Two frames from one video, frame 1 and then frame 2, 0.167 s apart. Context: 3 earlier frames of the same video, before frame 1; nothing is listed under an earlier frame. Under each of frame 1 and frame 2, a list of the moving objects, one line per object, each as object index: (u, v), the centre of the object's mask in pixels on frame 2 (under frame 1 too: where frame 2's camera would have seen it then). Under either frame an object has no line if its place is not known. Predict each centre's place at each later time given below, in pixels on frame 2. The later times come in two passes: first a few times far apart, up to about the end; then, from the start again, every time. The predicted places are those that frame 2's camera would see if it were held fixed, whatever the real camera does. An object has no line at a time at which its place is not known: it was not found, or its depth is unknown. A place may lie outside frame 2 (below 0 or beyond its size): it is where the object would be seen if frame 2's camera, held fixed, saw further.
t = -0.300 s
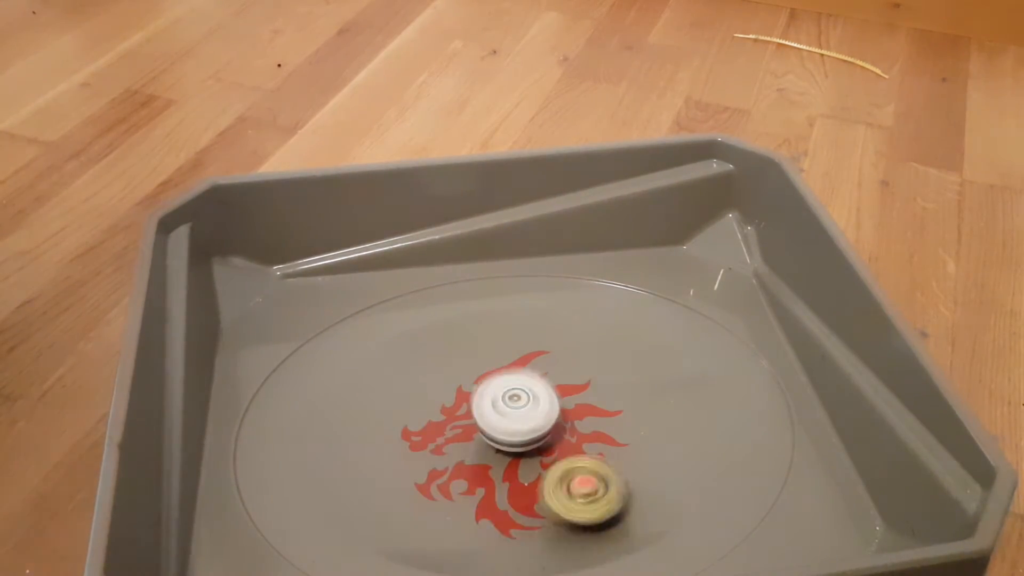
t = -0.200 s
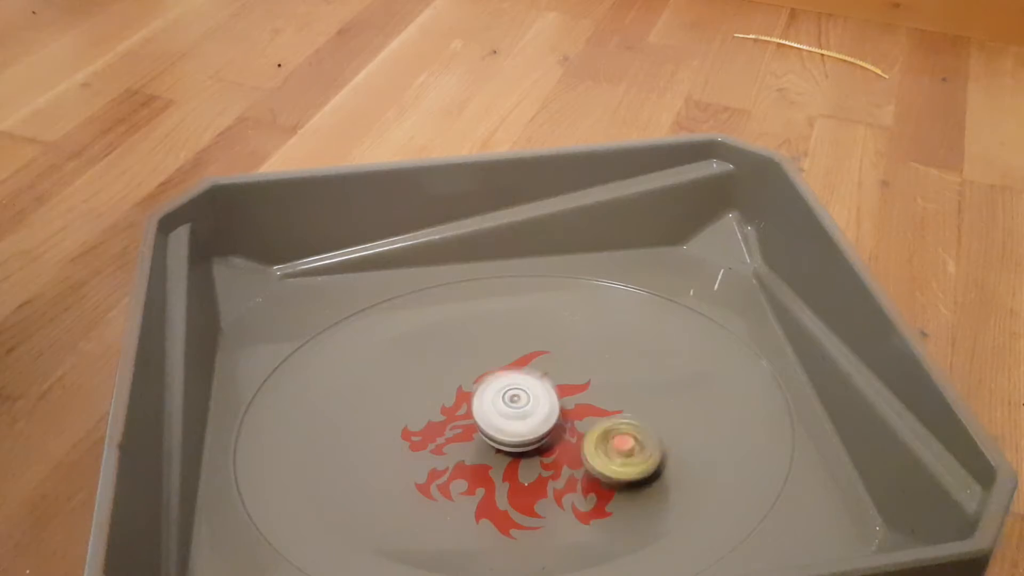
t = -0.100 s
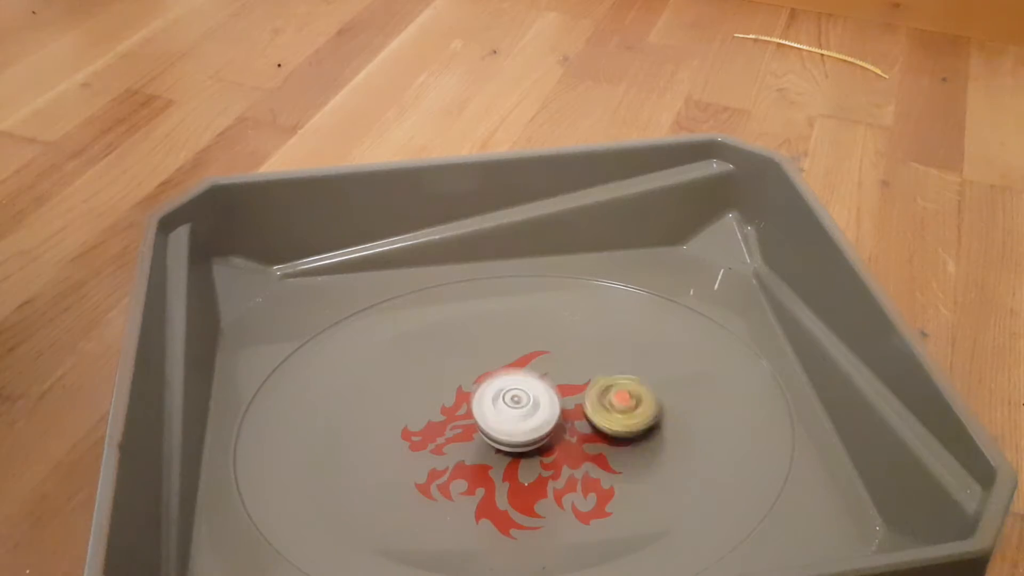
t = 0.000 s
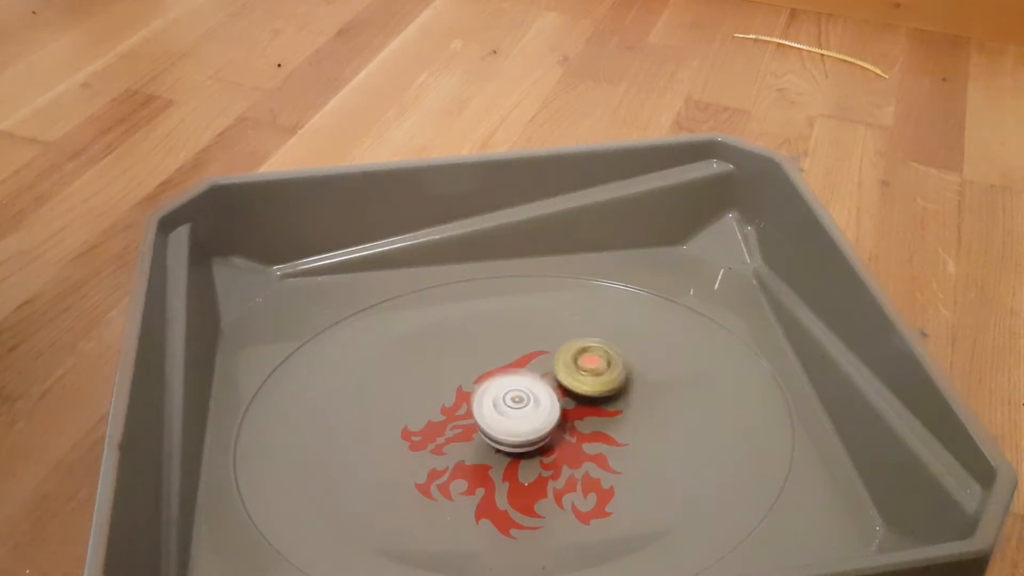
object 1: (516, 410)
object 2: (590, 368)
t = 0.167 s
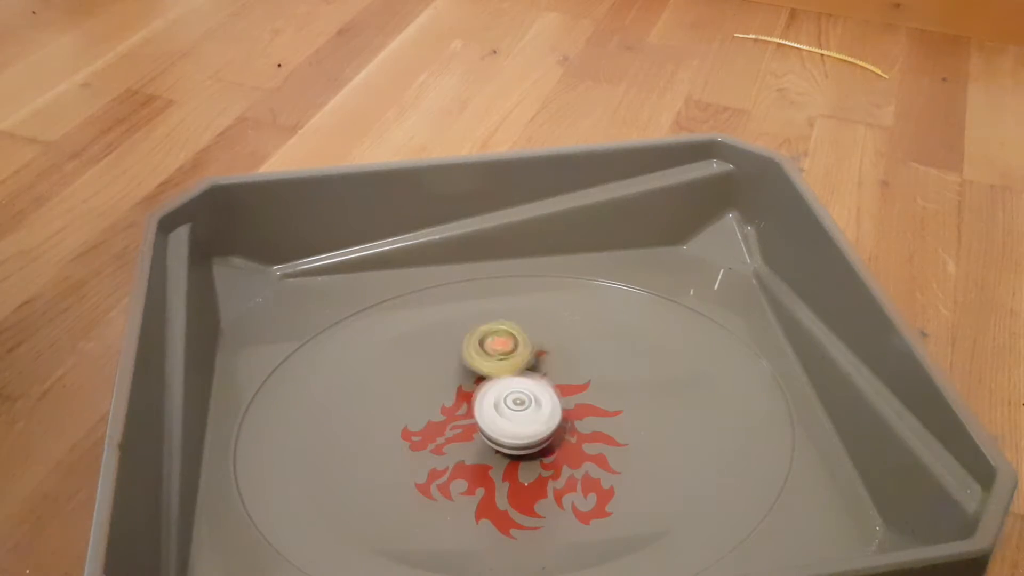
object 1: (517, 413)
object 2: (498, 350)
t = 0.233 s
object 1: (518, 413)
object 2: (461, 362)
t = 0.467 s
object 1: (521, 415)
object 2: (417, 455)
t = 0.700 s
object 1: (523, 416)
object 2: (539, 498)
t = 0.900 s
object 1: (522, 416)
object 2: (616, 432)
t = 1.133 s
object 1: (520, 417)
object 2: (554, 355)
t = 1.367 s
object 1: (517, 417)
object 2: (437, 387)
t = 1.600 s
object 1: (515, 418)
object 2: (454, 481)
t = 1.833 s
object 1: (512, 418)
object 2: (583, 480)
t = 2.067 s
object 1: (514, 418)
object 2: (597, 391)
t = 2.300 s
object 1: (517, 417)
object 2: (493, 357)
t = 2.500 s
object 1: (518, 414)
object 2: (424, 415)
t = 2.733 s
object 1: (518, 411)
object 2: (478, 493)
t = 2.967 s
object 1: (517, 411)
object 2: (596, 461)
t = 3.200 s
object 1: (518, 413)
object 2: (585, 377)
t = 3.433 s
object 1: (518, 415)
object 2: (477, 362)
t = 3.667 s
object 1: (520, 416)
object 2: (432, 440)
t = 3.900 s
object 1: (519, 416)
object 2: (517, 495)
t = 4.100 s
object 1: (519, 416)
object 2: (599, 452)
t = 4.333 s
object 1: (518, 417)
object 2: (577, 375)
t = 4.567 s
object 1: (520, 426)
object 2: (472, 363)
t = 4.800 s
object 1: (545, 472)
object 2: (427, 421)
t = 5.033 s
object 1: (575, 468)
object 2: (450, 474)
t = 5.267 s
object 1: (627, 453)
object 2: (437, 465)
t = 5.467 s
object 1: (601, 442)
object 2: (468, 436)
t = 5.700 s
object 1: (572, 426)
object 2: (489, 381)
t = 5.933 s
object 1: (549, 399)
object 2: (475, 372)
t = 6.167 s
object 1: (589, 419)
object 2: (456, 390)
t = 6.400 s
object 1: (691, 427)
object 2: (451, 418)
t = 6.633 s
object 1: (646, 415)
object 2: (504, 431)
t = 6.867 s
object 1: (609, 415)
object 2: (475, 419)
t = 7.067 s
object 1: (601, 420)
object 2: (429, 409)
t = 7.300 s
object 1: (572, 421)
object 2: (430, 422)
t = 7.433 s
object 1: (571, 413)
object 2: (465, 424)
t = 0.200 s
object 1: (517, 413)
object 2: (479, 355)
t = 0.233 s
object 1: (518, 413)
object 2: (461, 362)
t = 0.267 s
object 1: (518, 413)
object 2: (445, 372)
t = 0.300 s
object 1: (519, 414)
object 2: (431, 383)
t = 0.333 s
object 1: (519, 414)
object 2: (420, 397)
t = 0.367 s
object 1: (520, 415)
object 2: (415, 410)
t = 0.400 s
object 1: (521, 415)
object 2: (411, 425)
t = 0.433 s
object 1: (521, 415)
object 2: (412, 440)
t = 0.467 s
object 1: (521, 415)
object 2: (417, 455)
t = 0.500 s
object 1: (522, 415)
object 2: (425, 469)
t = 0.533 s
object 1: (522, 416)
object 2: (439, 482)
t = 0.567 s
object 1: (522, 416)
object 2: (454, 491)
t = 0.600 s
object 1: (522, 416)
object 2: (474, 499)
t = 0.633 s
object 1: (523, 416)
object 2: (495, 502)
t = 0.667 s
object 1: (523, 416)
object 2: (517, 502)
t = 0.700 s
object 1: (523, 416)
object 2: (539, 498)
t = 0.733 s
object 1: (523, 416)
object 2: (559, 492)
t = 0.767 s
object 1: (522, 416)
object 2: (577, 483)
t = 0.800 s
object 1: (523, 416)
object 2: (592, 472)
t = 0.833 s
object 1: (522, 416)
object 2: (605, 460)
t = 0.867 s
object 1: (523, 417)
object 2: (612, 446)
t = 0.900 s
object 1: (522, 416)
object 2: (616, 432)
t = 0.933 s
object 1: (522, 416)
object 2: (615, 417)
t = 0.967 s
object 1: (522, 416)
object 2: (611, 404)
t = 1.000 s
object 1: (521, 417)
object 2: (605, 391)
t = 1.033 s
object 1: (521, 417)
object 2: (596, 379)
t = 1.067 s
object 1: (521, 416)
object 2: (584, 369)
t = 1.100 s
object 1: (521, 417)
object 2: (570, 360)
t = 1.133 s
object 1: (520, 417)
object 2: (554, 355)
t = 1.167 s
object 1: (520, 417)
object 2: (535, 351)
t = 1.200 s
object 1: (520, 417)
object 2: (518, 351)
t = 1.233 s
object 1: (518, 418)
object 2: (500, 352)
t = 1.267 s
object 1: (519, 417)
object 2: (479, 358)
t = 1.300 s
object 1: (518, 417)
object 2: (464, 366)
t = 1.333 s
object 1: (518, 418)
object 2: (449, 376)
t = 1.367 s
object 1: (517, 417)
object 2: (437, 387)
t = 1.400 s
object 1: (517, 417)
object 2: (430, 400)
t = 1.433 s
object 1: (517, 417)
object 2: (425, 413)
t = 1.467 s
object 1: (516, 418)
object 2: (424, 428)
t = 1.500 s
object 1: (516, 417)
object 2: (426, 442)
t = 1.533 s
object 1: (515, 417)
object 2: (432, 457)
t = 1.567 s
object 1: (516, 418)
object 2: (441, 469)
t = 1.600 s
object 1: (515, 418)
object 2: (454, 481)
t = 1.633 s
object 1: (514, 418)
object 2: (470, 489)
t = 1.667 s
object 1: (514, 418)
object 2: (488, 496)
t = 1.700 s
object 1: (514, 418)
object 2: (507, 499)
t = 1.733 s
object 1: (514, 418)
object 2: (528, 498)
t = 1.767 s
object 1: (513, 418)
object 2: (548, 494)
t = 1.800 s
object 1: (513, 418)
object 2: (566, 488)
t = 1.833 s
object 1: (512, 418)
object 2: (583, 480)
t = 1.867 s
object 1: (513, 418)
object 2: (595, 469)
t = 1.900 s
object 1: (512, 418)
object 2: (605, 455)
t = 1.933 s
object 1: (513, 418)
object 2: (610, 442)
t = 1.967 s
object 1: (513, 418)
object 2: (611, 429)
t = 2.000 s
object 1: (513, 418)
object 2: (611, 415)
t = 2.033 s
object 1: (513, 418)
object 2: (604, 403)
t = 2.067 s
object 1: (514, 418)
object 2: (597, 391)
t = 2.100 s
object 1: (515, 418)
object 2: (587, 382)
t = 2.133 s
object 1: (514, 418)
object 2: (576, 372)
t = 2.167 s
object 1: (515, 417)
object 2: (562, 364)
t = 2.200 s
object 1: (515, 418)
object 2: (545, 358)
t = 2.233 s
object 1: (515, 418)
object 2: (530, 355)
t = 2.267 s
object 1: (515, 418)
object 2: (512, 355)
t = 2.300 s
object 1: (517, 417)
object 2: (493, 357)
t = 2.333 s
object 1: (516, 416)
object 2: (476, 362)
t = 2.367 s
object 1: (517, 416)
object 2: (460, 370)
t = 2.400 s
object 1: (517, 415)
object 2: (447, 380)
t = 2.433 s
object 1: (517, 415)
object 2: (437, 390)
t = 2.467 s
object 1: (517, 414)
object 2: (429, 402)
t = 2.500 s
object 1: (518, 414)
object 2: (424, 415)
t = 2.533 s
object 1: (518, 414)
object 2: (423, 429)
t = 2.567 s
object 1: (518, 413)
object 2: (424, 442)
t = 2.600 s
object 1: (518, 413)
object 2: (428, 455)
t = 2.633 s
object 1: (518, 413)
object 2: (437, 467)
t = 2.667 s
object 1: (518, 412)
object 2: (448, 478)
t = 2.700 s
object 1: (518, 412)
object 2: (462, 487)
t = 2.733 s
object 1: (518, 411)
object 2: (478, 493)
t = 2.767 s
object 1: (518, 412)
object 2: (498, 497)
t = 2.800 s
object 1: (518, 411)
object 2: (517, 498)
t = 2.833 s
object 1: (517, 411)
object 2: (537, 494)
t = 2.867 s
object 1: (518, 411)
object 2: (555, 489)
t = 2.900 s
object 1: (517, 412)
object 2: (571, 482)
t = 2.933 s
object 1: (518, 411)
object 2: (584, 472)
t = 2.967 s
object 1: (517, 411)
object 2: (596, 461)
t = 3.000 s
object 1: (518, 412)
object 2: (603, 448)
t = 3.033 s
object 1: (516, 412)
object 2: (607, 436)
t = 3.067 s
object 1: (517, 412)
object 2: (607, 423)
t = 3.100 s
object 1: (516, 412)
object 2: (606, 410)
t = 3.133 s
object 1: (518, 413)
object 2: (601, 398)
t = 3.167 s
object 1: (517, 413)
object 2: (593, 388)
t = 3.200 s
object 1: (518, 413)
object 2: (585, 377)
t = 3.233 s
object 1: (517, 414)
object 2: (575, 368)
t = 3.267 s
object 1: (518, 415)
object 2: (561, 361)
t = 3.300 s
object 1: (517, 414)
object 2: (544, 356)
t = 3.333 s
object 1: (518, 415)
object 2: (529, 353)
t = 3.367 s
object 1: (517, 415)
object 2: (513, 353)
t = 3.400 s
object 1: (519, 415)
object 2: (494, 356)
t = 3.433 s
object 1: (518, 415)
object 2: (477, 362)
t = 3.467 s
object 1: (520, 416)
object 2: (465, 369)
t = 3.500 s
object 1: (519, 415)
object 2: (451, 380)
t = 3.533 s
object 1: (520, 415)
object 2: (442, 390)
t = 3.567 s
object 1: (519, 415)
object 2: (436, 401)
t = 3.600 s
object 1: (520, 415)
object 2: (431, 415)
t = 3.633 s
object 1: (519, 415)
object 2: (430, 427)
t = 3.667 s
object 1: (520, 416)
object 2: (432, 440)
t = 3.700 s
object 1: (520, 416)
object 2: (437, 453)
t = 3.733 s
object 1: (521, 416)
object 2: (444, 465)
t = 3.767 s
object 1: (520, 416)
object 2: (454, 475)
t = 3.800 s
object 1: (520, 416)
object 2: (468, 484)
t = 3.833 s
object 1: (519, 416)
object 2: (483, 490)
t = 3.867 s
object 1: (520, 416)
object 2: (500, 495)
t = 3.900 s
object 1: (519, 416)
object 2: (517, 495)
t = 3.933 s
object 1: (520, 416)
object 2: (535, 493)
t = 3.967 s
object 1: (519, 416)
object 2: (554, 489)
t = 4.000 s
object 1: (520, 416)
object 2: (570, 482)
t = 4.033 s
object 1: (519, 416)
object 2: (584, 474)
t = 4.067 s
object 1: (520, 416)
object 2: (593, 464)
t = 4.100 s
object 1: (519, 416)
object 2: (599, 452)
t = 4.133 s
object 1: (520, 416)
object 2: (605, 440)
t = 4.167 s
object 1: (519, 416)
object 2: (607, 428)
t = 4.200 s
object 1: (520, 416)
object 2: (605, 416)
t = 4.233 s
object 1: (519, 417)
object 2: (601, 406)
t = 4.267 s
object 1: (519, 416)
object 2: (595, 394)
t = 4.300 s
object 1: (519, 417)
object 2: (587, 383)
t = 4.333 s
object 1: (518, 417)
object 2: (577, 375)
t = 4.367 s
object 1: (518, 417)
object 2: (565, 368)
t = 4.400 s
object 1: (518, 416)
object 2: (550, 362)
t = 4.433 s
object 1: (518, 416)
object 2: (534, 357)
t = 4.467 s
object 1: (518, 417)
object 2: (518, 357)
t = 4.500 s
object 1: (518, 416)
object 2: (502, 358)
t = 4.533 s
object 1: (518, 416)
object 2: (486, 363)
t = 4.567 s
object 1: (520, 426)
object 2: (472, 363)
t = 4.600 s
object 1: (526, 437)
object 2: (459, 364)
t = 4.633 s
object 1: (533, 449)
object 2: (447, 369)
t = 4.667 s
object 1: (539, 458)
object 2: (438, 376)
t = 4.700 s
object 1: (542, 464)
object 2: (431, 387)
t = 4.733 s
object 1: (544, 469)
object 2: (427, 397)
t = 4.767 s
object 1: (544, 471)
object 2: (426, 409)
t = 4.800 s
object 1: (545, 472)
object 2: (427, 421)
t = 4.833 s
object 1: (544, 471)
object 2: (431, 432)
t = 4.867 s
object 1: (543, 471)
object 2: (438, 444)
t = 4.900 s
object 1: (541, 469)
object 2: (446, 454)
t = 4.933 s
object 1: (541, 469)
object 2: (454, 462)
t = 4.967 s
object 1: (548, 469)
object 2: (457, 467)
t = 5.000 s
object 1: (551, 468)
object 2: (462, 473)
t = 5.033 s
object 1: (575, 468)
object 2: (450, 474)
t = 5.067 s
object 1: (596, 466)
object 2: (437, 472)
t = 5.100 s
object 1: (612, 463)
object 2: (428, 471)
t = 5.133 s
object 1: (623, 461)
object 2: (425, 470)
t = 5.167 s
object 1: (627, 460)
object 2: (425, 469)
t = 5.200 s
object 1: (628, 458)
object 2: (428, 469)
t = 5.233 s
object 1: (628, 456)
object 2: (431, 467)
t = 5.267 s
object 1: (627, 453)
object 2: (437, 465)
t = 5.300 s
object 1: (624, 451)
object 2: (442, 462)
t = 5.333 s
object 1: (621, 448)
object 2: (448, 459)
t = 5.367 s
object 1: (618, 446)
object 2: (454, 453)
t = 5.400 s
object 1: (613, 444)
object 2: (459, 449)
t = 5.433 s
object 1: (607, 444)
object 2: (465, 443)
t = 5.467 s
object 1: (601, 442)
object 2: (468, 436)
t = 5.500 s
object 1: (596, 441)
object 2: (472, 428)
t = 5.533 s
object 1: (591, 440)
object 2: (475, 420)
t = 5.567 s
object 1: (586, 438)
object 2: (479, 412)
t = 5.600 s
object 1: (583, 436)
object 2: (482, 404)
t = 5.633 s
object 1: (580, 433)
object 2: (484, 396)
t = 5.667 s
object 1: (577, 431)
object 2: (488, 389)
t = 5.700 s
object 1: (572, 426)
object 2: (489, 381)
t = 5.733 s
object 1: (568, 421)
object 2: (491, 375)
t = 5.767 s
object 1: (564, 418)
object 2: (490, 369)
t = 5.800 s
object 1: (559, 414)
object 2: (489, 367)
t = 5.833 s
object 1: (554, 409)
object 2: (486, 365)
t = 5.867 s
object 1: (550, 404)
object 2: (482, 367)
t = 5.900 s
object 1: (547, 400)
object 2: (480, 369)
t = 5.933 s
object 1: (549, 399)
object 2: (475, 372)
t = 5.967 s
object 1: (553, 401)
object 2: (469, 373)
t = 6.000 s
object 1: (555, 402)
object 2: (466, 376)
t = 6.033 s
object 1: (554, 403)
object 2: (466, 382)
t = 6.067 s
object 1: (553, 404)
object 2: (468, 388)
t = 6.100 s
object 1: (552, 404)
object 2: (473, 394)
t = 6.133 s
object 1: (566, 412)
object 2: (467, 393)
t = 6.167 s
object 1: (589, 419)
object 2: (456, 390)
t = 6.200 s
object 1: (611, 426)
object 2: (449, 391)
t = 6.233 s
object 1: (632, 432)
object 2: (446, 393)
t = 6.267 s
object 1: (649, 435)
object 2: (442, 397)
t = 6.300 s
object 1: (665, 435)
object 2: (442, 402)
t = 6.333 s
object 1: (679, 434)
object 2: (443, 408)
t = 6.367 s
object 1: (688, 431)
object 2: (448, 413)
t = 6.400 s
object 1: (691, 427)
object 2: (451, 418)
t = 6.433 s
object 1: (693, 424)
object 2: (458, 420)
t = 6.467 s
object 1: (690, 423)
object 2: (464, 425)
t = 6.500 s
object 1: (684, 421)
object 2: (471, 426)
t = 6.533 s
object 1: (675, 420)
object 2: (478, 430)
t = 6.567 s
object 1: (666, 419)
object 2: (486, 430)
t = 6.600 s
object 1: (657, 417)
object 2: (496, 432)
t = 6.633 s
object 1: (646, 415)
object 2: (504, 431)
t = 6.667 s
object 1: (632, 414)
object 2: (513, 432)
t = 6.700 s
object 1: (615, 414)
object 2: (521, 430)
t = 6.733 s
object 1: (603, 414)
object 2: (521, 429)
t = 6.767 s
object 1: (598, 414)
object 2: (514, 428)
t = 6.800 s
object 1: (599, 414)
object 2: (503, 425)
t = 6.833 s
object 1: (604, 414)
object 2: (488, 422)
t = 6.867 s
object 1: (609, 415)
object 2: (475, 419)
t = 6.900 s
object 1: (610, 416)
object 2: (466, 416)
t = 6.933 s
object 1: (608, 416)
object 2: (457, 415)
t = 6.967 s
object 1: (606, 417)
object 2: (449, 411)
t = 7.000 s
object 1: (605, 418)
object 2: (442, 410)
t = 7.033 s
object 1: (603, 419)
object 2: (435, 409)
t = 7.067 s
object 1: (601, 420)
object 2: (429, 409)
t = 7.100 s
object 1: (599, 421)
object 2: (424, 410)
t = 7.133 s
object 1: (596, 423)
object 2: (419, 411)
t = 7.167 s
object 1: (590, 424)
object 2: (418, 413)
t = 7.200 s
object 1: (584, 425)
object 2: (417, 416)
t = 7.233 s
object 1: (578, 424)
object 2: (420, 418)
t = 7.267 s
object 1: (574, 423)
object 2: (425, 422)
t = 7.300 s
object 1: (572, 421)
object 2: (430, 422)
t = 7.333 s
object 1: (570, 418)
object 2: (439, 424)
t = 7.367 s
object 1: (570, 415)
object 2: (447, 426)
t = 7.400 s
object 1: (570, 414)
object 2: (456, 424)
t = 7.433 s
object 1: (571, 413)
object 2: (465, 424)
